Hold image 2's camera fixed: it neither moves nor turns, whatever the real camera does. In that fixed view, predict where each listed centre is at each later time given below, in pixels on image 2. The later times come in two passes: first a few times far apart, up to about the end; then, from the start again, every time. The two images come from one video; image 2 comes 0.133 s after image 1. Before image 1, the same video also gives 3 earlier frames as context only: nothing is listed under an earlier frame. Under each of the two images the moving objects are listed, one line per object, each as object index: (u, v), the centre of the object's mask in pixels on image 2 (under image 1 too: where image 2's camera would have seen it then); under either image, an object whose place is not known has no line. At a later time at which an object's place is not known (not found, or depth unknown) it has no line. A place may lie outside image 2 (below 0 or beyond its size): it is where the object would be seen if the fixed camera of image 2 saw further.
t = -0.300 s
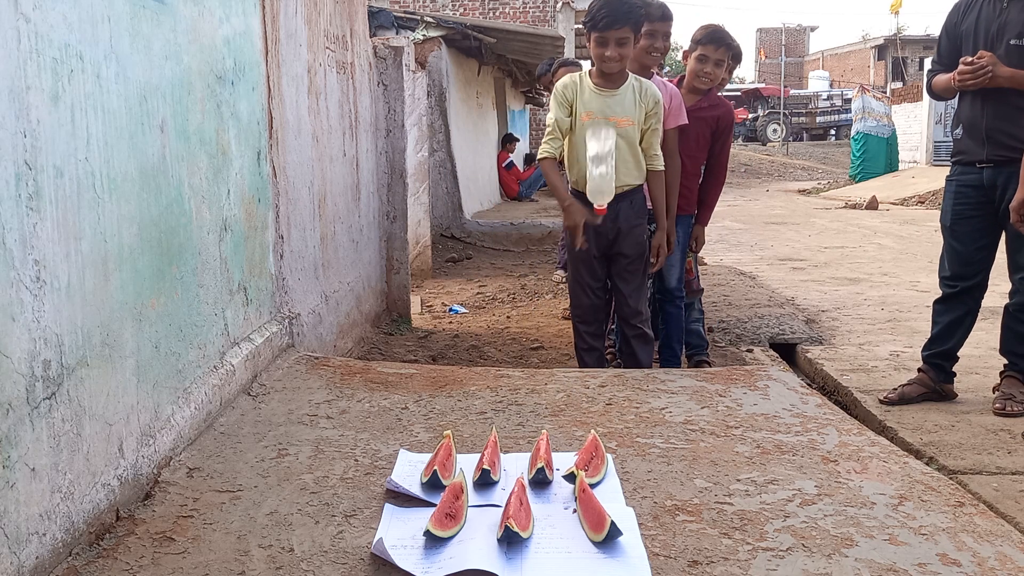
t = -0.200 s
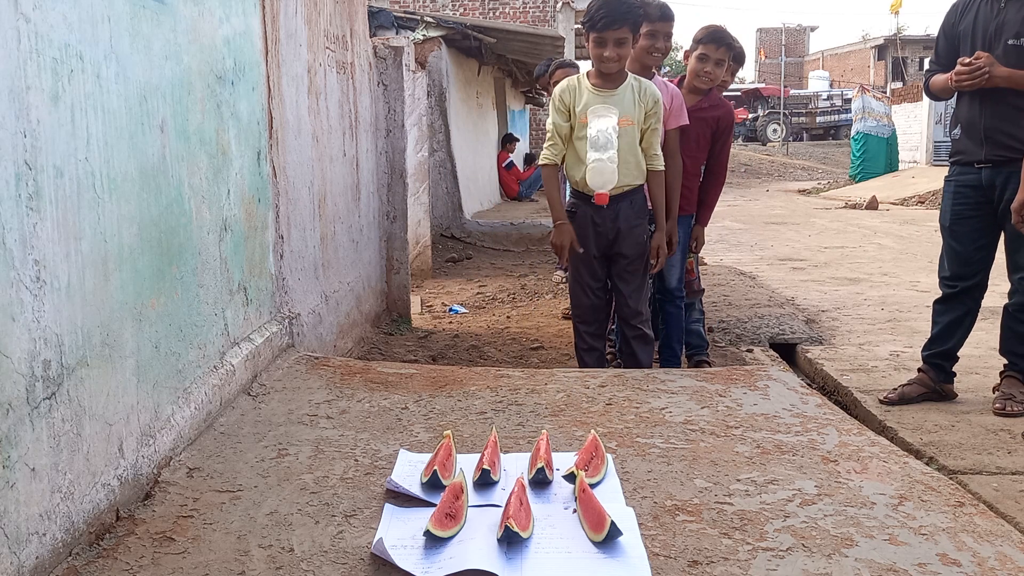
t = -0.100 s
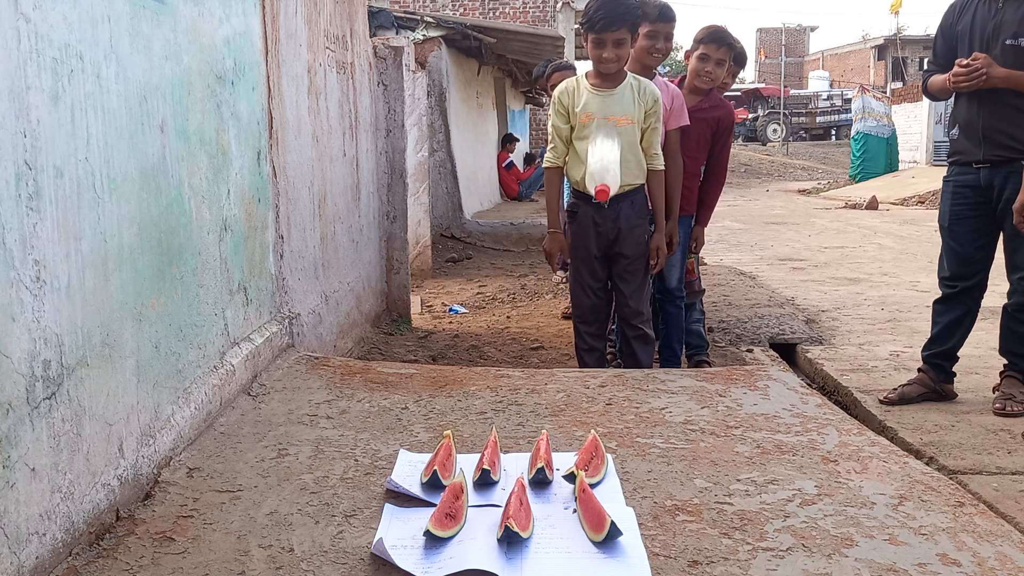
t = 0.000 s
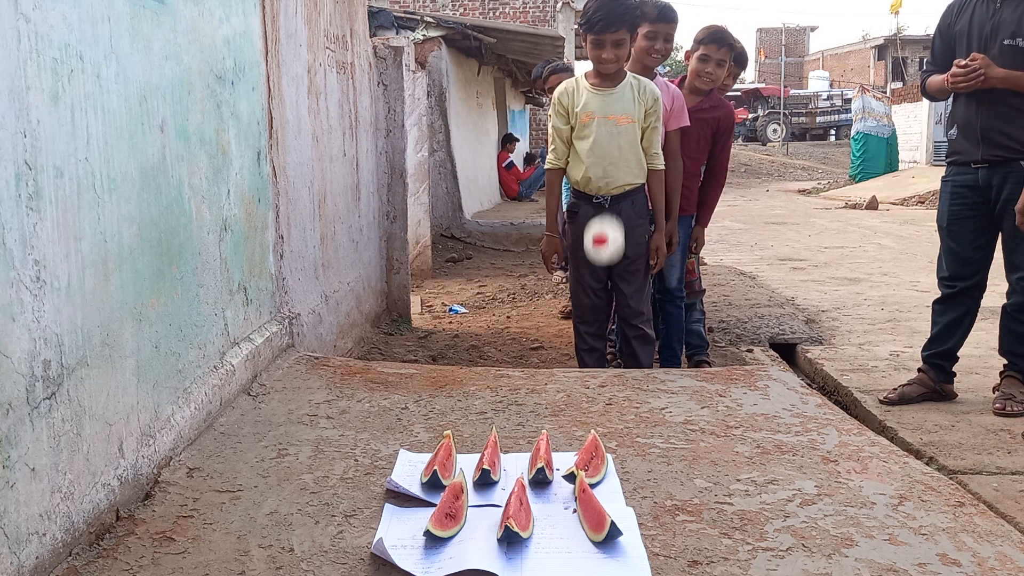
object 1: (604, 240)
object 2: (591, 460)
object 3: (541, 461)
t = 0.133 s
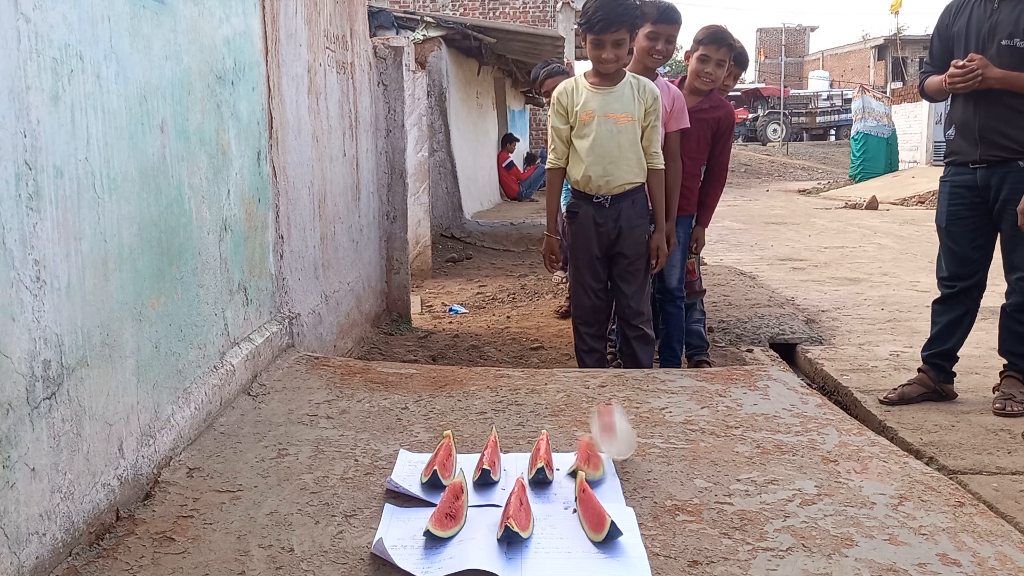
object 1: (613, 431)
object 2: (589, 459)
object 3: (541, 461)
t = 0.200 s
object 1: (638, 459)
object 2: (568, 458)
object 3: (541, 461)
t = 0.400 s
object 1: (716, 477)
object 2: (563, 460)
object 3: (531, 461)
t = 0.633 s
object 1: (789, 479)
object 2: (578, 458)
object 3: (540, 458)
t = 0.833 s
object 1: (841, 480)
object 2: (569, 463)
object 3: (539, 458)
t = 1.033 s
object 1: (890, 481)
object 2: (569, 459)
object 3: (535, 459)
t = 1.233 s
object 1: (930, 481)
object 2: (565, 460)
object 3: (534, 460)
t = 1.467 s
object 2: (569, 459)
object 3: (536, 459)
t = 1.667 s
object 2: (566, 460)
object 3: (535, 459)
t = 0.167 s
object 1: (627, 454)
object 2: (575, 454)
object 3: (541, 461)
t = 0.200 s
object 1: (638, 459)
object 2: (568, 458)
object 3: (541, 461)
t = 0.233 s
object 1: (653, 465)
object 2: (566, 459)
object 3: (538, 461)
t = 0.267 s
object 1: (667, 469)
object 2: (564, 459)
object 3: (536, 461)
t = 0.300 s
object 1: (679, 473)
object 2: (563, 460)
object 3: (534, 461)
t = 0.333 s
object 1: (692, 476)
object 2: (562, 460)
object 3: (532, 461)
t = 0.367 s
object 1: (704, 478)
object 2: (562, 460)
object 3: (531, 461)
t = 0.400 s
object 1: (716, 477)
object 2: (563, 460)
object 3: (531, 461)
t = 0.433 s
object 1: (728, 477)
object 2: (565, 460)
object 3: (532, 460)
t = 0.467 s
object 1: (740, 479)
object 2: (566, 460)
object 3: (533, 460)
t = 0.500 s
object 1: (750, 479)
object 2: (570, 459)
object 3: (535, 459)
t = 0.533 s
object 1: (760, 479)
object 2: (574, 458)
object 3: (536, 459)
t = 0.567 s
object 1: (770, 479)
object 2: (577, 457)
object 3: (538, 459)
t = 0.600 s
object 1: (779, 480)
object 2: (578, 457)
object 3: (539, 458)
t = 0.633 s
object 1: (789, 479)
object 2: (578, 458)
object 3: (540, 458)
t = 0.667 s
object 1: (798, 478)
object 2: (575, 458)
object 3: (540, 458)
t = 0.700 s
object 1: (808, 478)
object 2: (572, 459)
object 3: (540, 459)
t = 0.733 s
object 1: (817, 479)
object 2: (570, 461)
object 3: (540, 459)
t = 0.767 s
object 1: (826, 480)
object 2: (570, 463)
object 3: (539, 459)
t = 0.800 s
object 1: (833, 480)
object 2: (570, 464)
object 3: (540, 458)
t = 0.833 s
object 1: (841, 480)
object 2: (569, 463)
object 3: (539, 458)
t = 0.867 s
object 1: (849, 480)
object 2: (568, 461)
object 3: (539, 459)
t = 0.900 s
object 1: (856, 480)
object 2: (568, 461)
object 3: (538, 458)
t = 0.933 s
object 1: (865, 480)
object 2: (569, 460)
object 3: (537, 459)
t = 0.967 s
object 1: (873, 481)
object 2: (570, 459)
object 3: (536, 459)
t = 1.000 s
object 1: (882, 481)
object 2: (570, 459)
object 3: (536, 459)
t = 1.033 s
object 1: (890, 481)
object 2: (569, 459)
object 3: (535, 459)
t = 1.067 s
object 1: (897, 481)
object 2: (568, 459)
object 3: (535, 460)
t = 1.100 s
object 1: (903, 481)
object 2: (567, 460)
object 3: (534, 460)
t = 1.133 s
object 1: (909, 481)
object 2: (566, 460)
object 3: (534, 460)
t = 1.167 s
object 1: (914, 481)
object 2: (566, 460)
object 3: (534, 460)
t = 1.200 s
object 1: (921, 481)
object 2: (565, 460)
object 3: (534, 460)
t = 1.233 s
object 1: (930, 481)
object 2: (565, 460)
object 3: (534, 460)
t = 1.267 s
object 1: (938, 481)
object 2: (566, 460)
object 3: (535, 460)
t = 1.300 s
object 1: (944, 481)
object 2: (566, 460)
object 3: (535, 459)
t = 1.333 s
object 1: (948, 481)
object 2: (567, 459)
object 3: (535, 459)
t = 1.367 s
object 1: (953, 482)
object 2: (568, 459)
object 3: (536, 459)
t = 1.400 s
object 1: (958, 481)
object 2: (569, 459)
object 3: (536, 459)
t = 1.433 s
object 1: (963, 482)
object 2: (569, 459)
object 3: (536, 459)
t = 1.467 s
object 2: (569, 459)
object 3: (536, 459)
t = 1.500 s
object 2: (568, 459)
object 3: (536, 459)
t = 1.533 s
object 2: (568, 459)
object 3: (535, 459)
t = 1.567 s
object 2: (567, 459)
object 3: (535, 459)
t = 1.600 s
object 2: (567, 459)
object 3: (535, 459)
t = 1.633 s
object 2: (566, 460)
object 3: (535, 459)
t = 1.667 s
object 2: (566, 460)
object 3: (535, 459)
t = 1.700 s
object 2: (566, 460)
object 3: (536, 459)
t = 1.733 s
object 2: (566, 460)
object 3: (536, 459)
